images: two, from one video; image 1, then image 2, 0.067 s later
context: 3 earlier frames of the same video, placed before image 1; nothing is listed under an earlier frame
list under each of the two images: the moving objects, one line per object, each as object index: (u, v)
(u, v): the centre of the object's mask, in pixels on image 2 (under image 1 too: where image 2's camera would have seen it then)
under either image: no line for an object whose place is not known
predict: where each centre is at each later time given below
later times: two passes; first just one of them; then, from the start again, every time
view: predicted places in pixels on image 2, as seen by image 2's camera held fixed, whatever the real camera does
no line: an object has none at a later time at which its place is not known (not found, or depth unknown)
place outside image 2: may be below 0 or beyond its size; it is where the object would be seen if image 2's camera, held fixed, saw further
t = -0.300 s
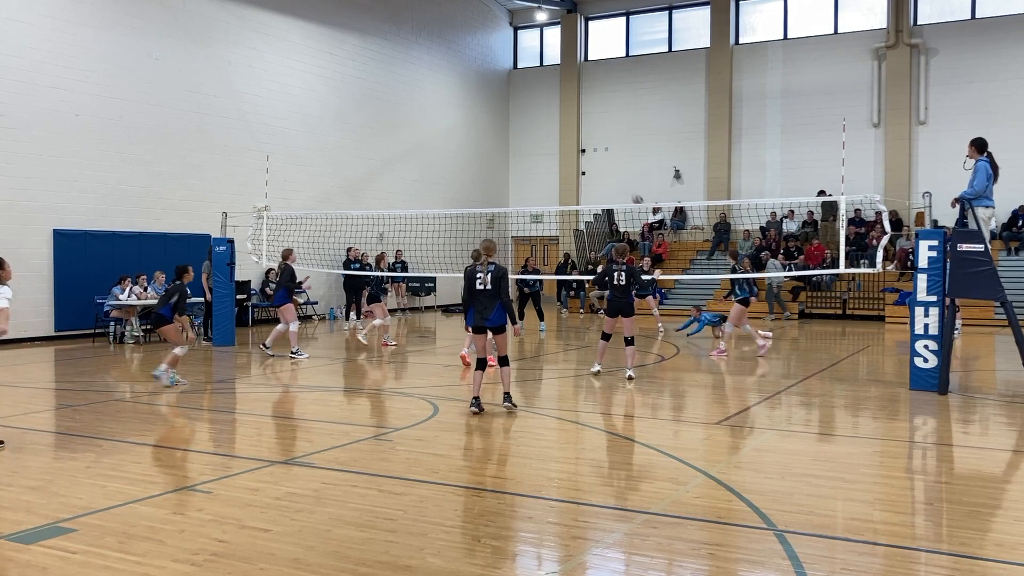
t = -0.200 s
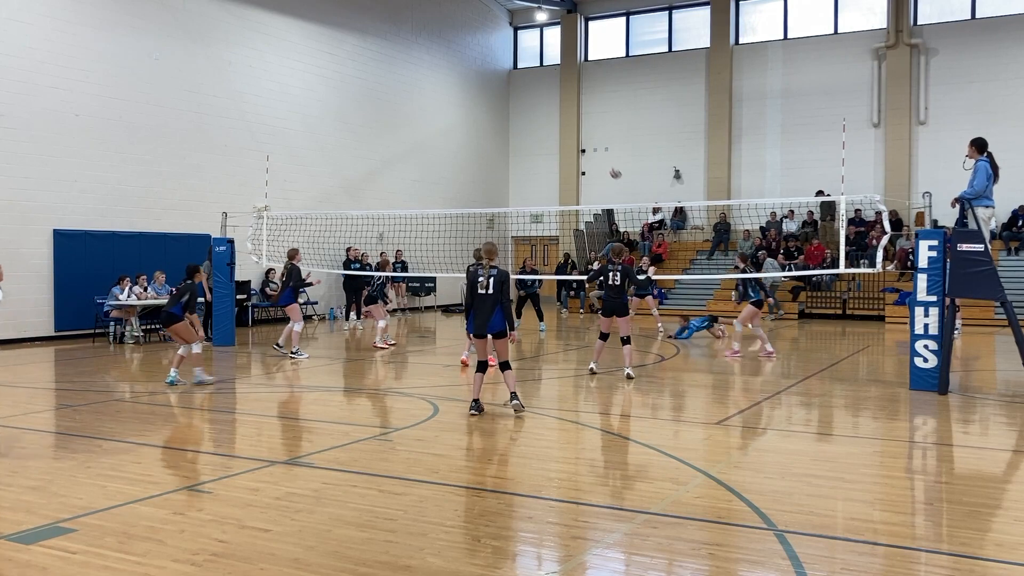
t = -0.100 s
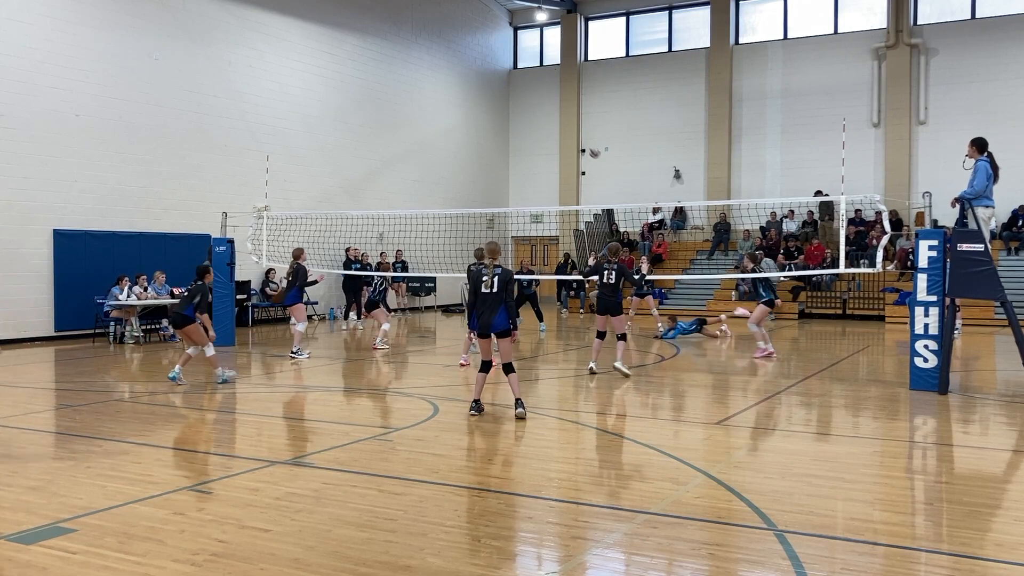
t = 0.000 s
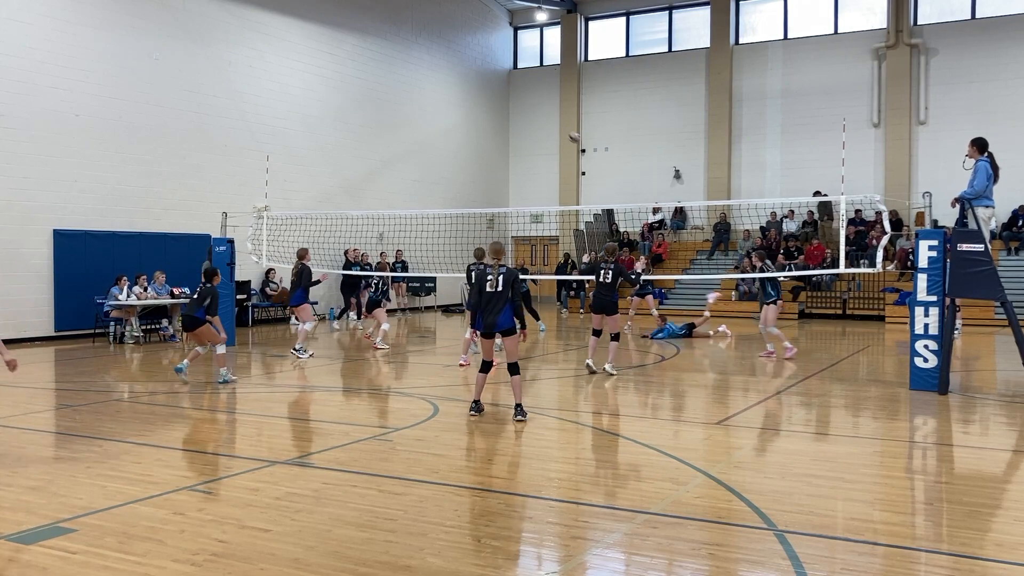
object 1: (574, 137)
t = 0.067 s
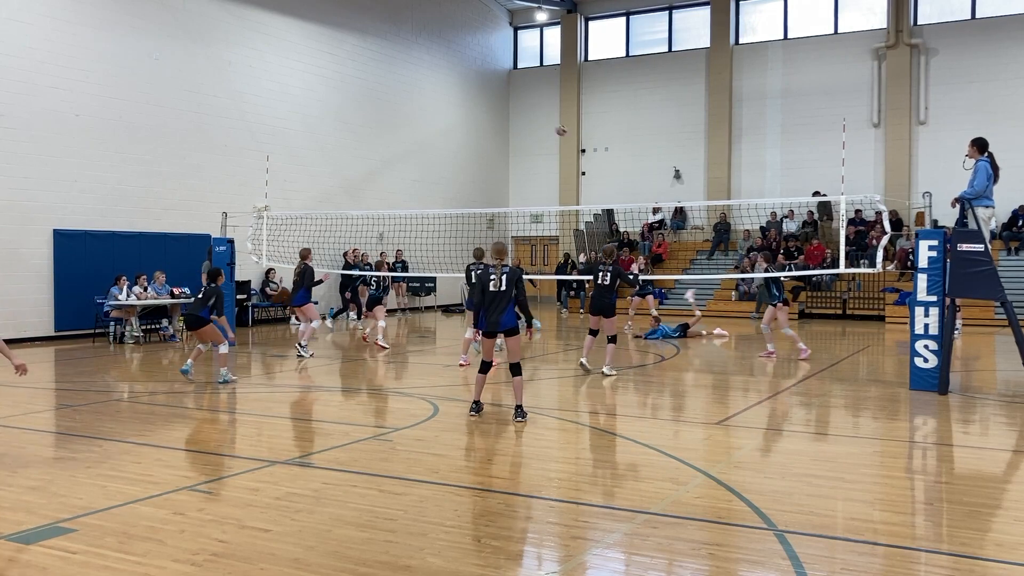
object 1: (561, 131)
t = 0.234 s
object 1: (529, 122)
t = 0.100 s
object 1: (554, 128)
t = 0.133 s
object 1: (548, 126)
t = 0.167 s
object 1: (542, 124)
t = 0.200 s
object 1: (536, 123)
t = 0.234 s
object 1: (529, 122)
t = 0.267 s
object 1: (524, 123)
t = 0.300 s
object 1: (517, 123)
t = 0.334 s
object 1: (512, 124)
